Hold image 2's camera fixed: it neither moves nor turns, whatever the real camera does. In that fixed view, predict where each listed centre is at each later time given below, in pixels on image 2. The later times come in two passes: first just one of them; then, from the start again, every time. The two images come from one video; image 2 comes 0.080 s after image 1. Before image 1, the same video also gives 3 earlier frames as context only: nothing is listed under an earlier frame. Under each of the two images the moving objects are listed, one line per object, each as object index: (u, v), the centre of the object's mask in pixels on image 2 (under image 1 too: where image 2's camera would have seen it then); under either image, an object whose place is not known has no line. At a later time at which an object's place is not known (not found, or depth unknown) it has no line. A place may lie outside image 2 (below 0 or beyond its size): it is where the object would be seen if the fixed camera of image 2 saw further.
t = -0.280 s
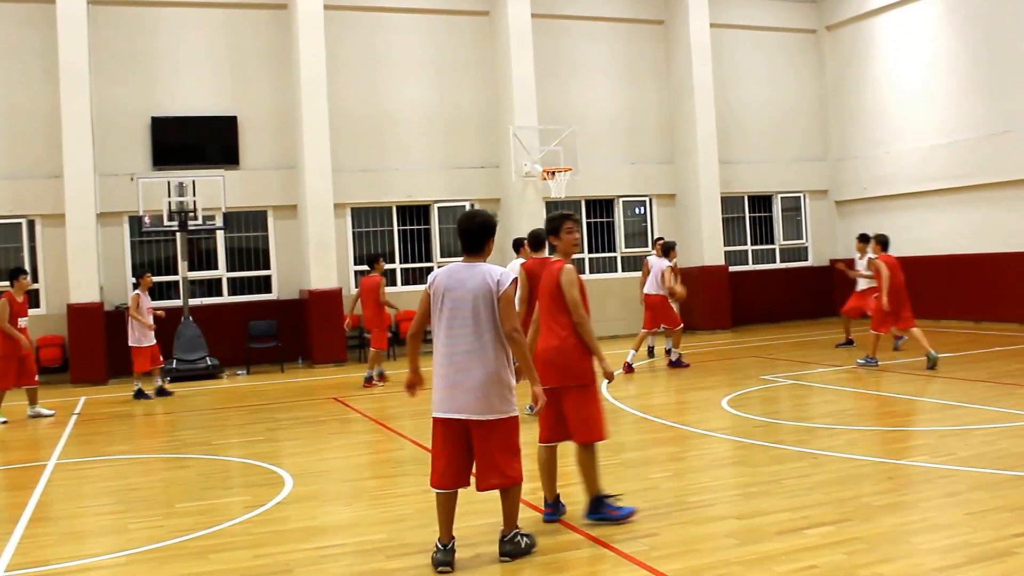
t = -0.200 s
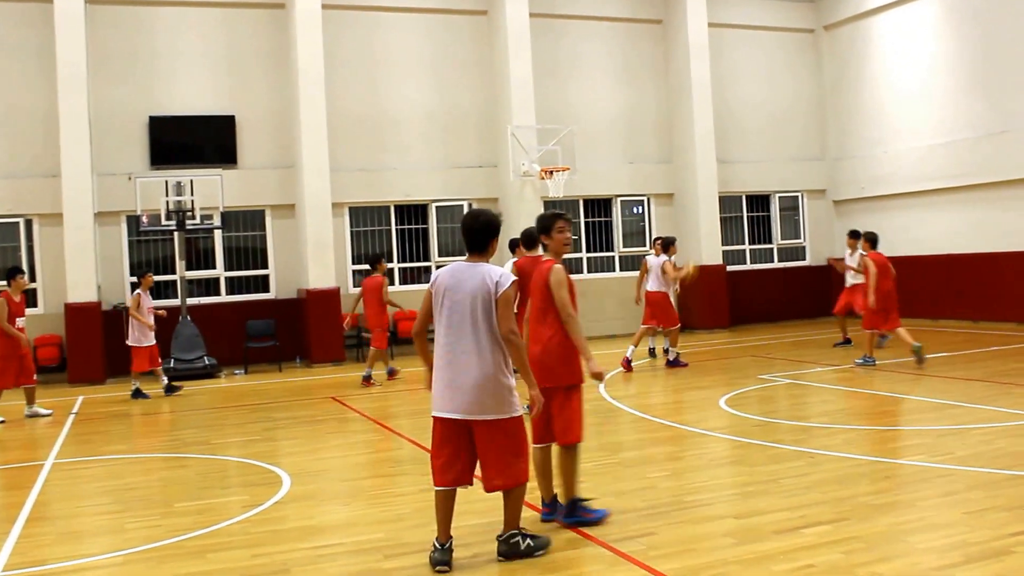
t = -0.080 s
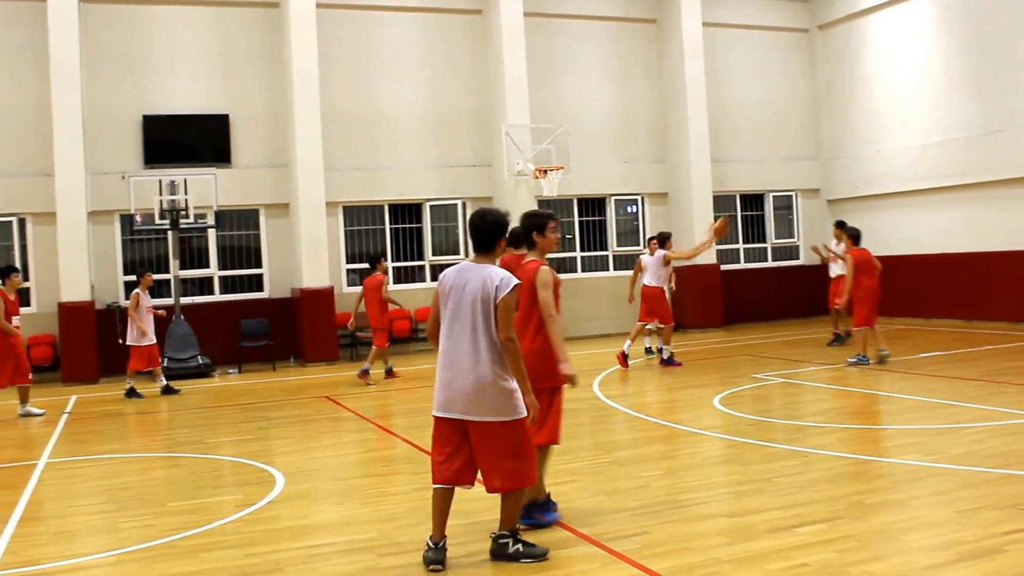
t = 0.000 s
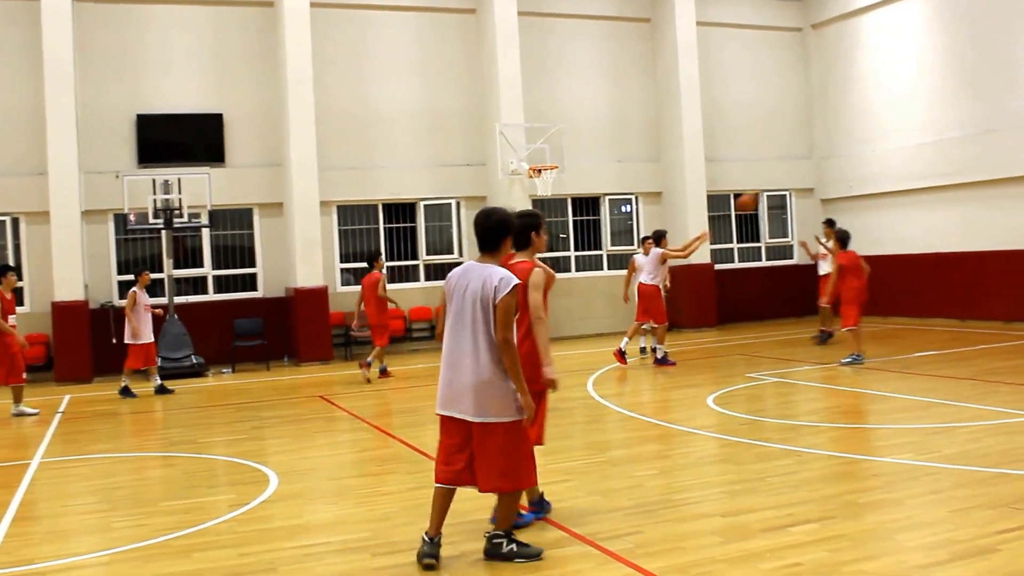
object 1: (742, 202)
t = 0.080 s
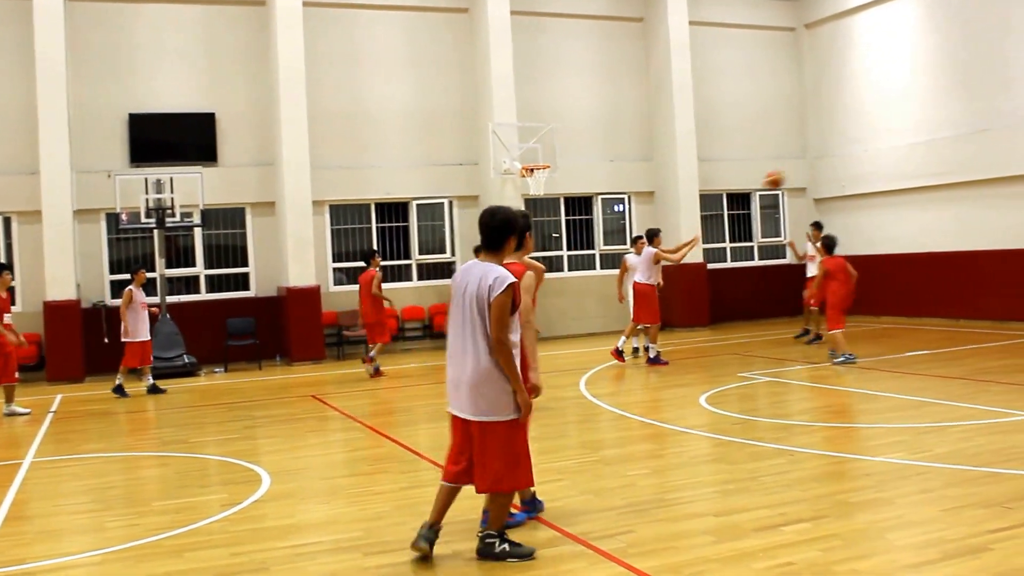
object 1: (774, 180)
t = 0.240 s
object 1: (839, 150)
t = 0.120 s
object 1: (790, 171)
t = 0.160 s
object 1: (806, 163)
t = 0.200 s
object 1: (822, 156)
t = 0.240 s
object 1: (839, 150)
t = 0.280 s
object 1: (856, 146)
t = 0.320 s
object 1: (872, 143)
